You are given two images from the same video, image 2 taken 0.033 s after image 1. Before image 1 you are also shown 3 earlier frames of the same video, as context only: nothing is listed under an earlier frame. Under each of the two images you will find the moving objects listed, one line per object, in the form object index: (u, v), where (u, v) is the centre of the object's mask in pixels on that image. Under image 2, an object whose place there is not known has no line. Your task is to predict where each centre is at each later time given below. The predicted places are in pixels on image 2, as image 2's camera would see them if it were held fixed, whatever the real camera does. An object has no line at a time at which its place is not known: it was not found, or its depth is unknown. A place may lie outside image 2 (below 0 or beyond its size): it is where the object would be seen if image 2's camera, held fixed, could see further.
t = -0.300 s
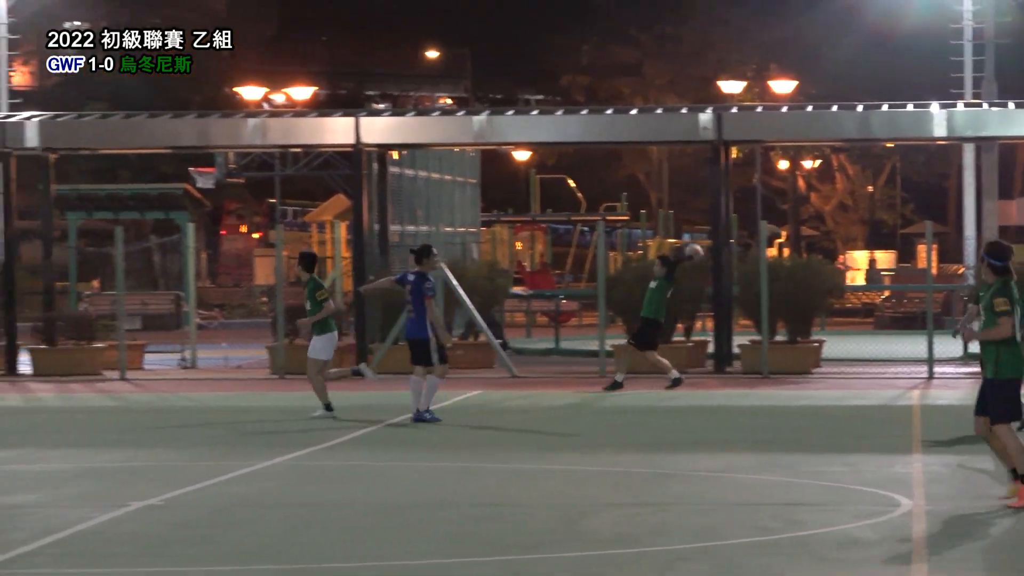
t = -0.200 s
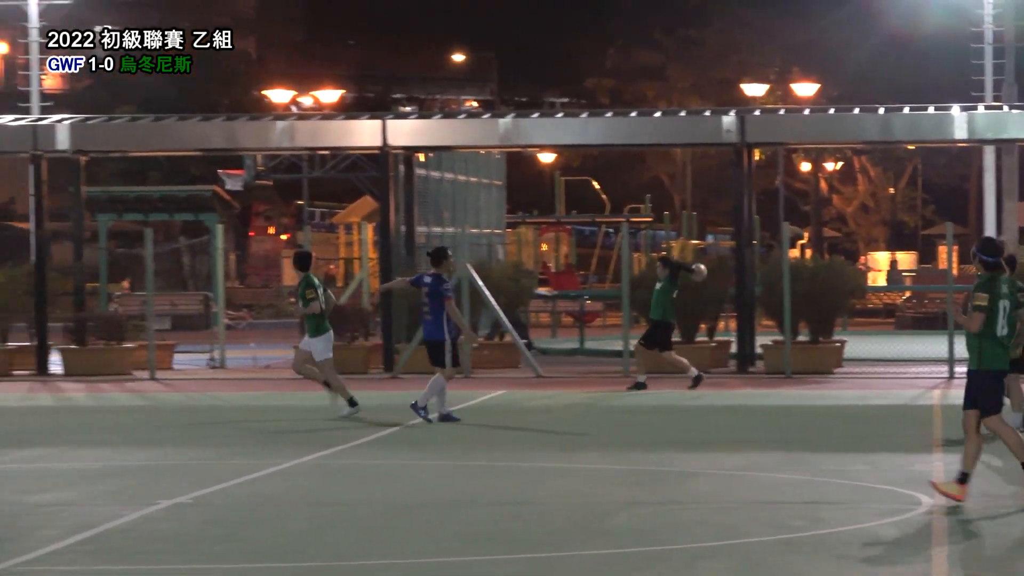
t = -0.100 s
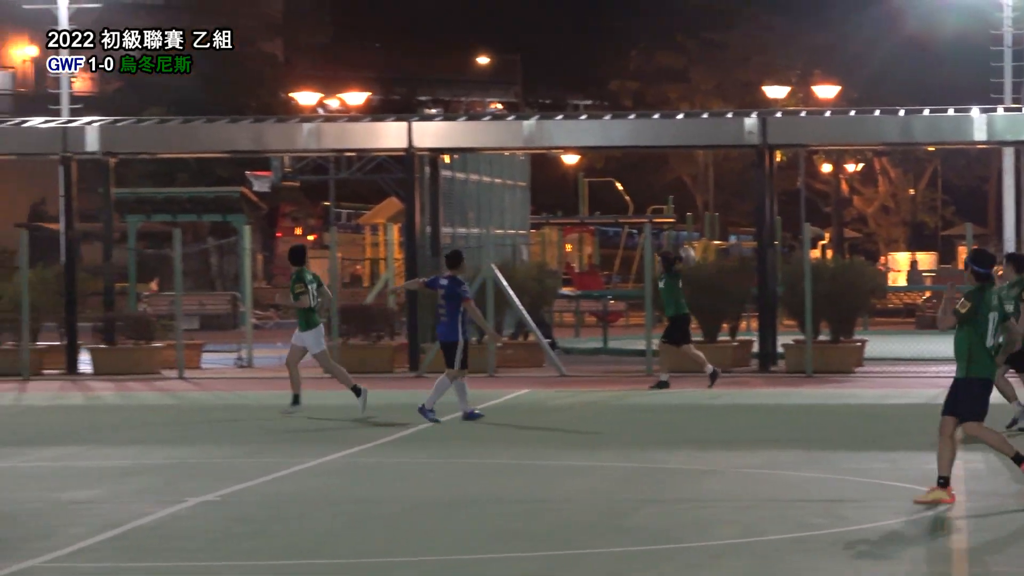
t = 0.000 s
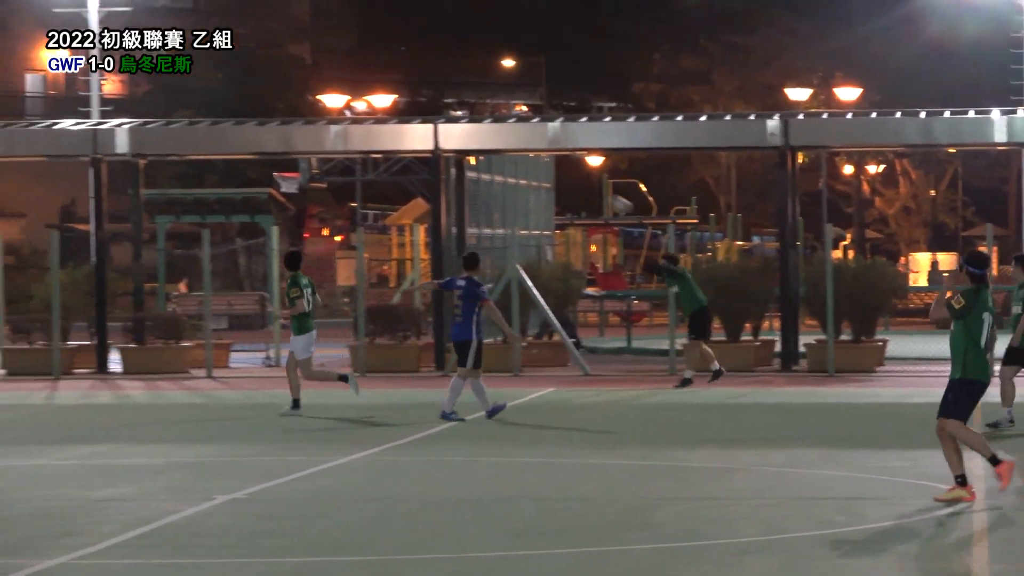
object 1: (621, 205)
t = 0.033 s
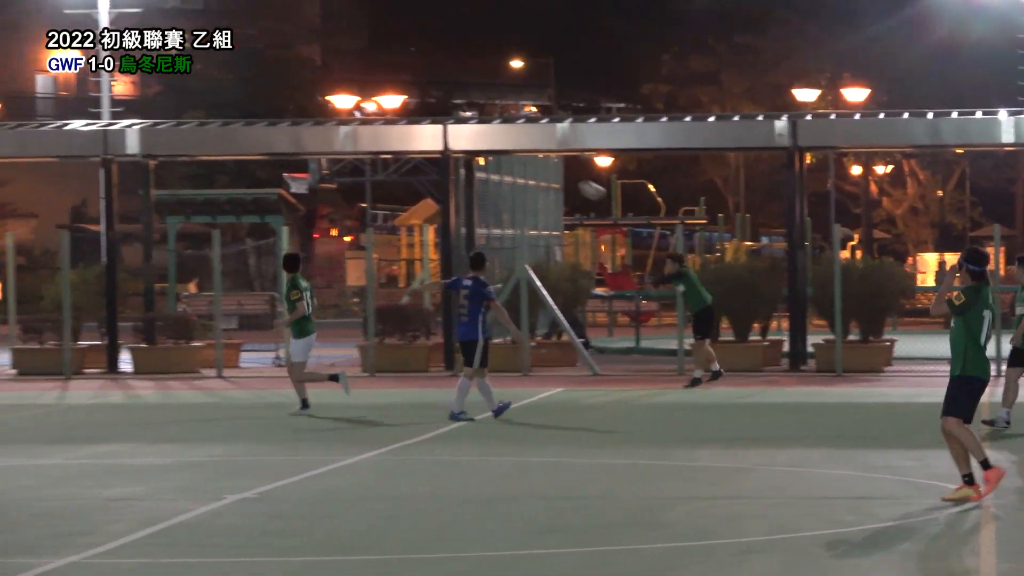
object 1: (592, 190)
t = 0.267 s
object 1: (345, 112)
